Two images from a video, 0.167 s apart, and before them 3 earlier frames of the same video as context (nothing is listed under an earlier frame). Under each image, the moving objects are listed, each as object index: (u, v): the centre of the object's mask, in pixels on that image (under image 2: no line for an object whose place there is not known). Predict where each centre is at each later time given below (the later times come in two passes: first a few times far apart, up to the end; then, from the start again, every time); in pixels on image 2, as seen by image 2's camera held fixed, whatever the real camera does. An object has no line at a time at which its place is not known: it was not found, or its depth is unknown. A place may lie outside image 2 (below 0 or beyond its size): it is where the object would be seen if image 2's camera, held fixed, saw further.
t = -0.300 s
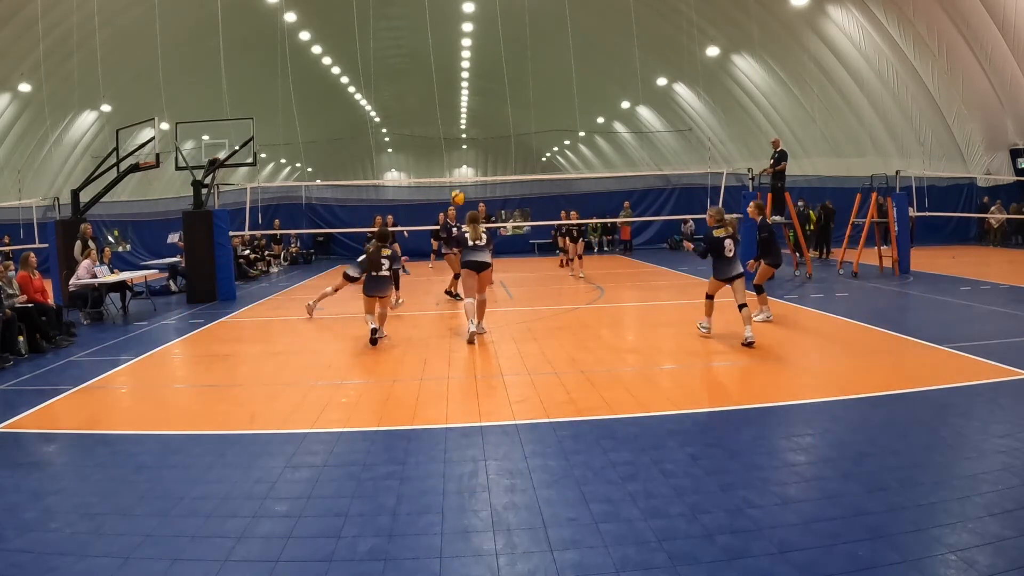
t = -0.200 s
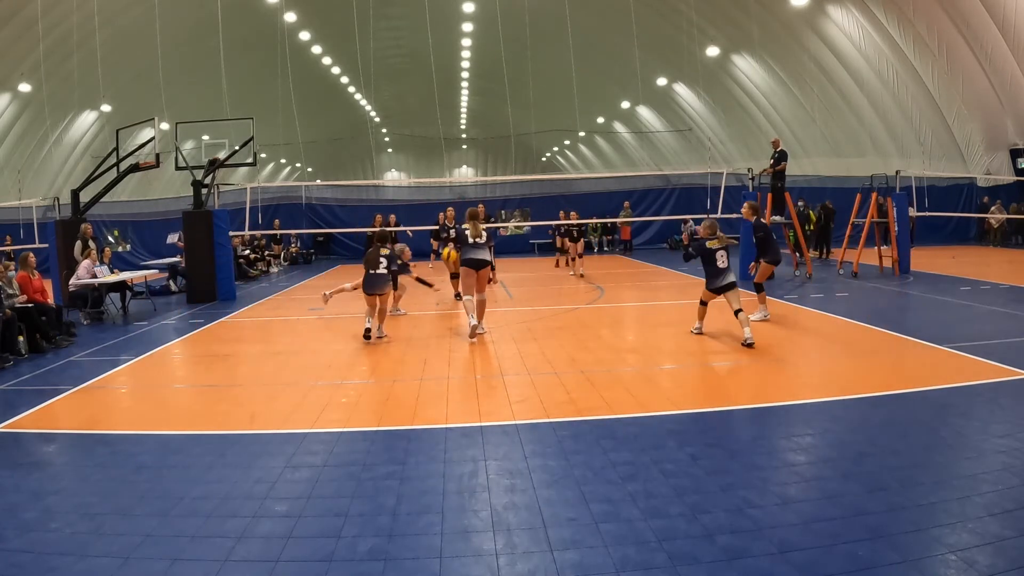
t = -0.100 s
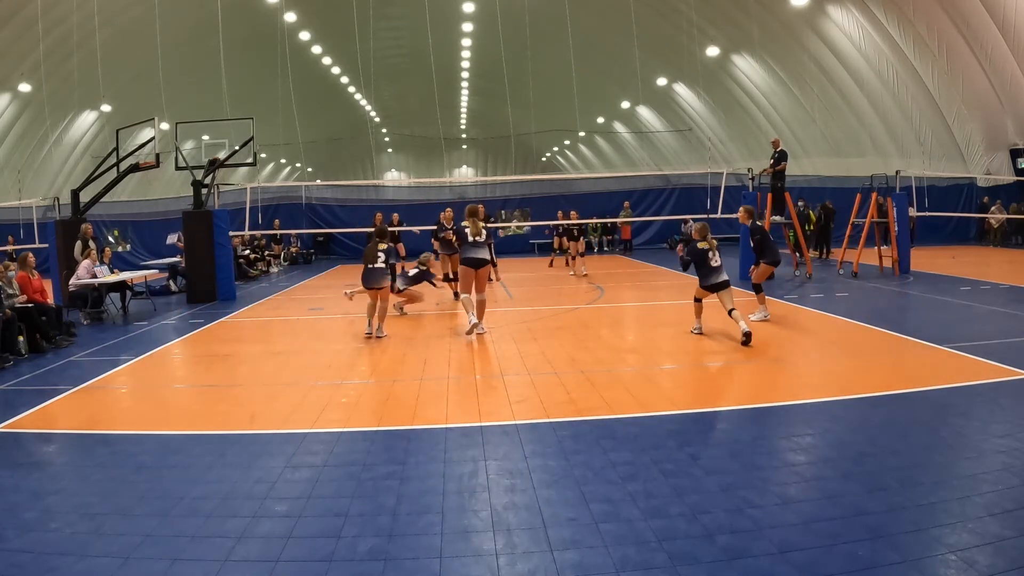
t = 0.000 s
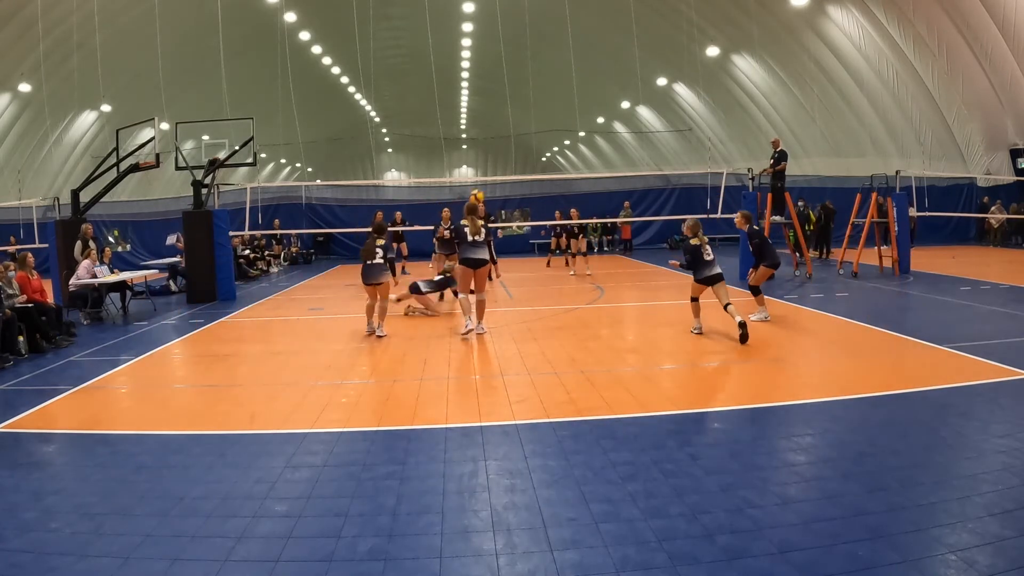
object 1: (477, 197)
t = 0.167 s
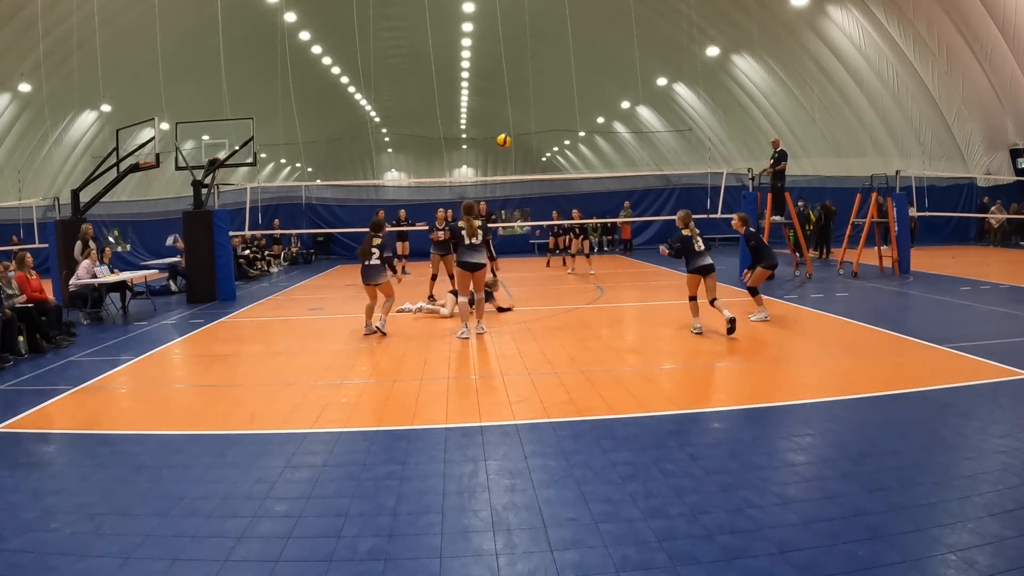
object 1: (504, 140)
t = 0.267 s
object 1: (520, 116)
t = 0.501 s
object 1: (555, 84)
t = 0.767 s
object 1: (596, 88)
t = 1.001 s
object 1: (632, 126)
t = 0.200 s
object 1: (509, 132)
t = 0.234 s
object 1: (514, 123)
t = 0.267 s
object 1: (520, 116)
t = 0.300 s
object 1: (525, 109)
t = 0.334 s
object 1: (530, 103)
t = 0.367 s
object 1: (535, 98)
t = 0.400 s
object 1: (540, 94)
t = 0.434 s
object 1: (545, 89)
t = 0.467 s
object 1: (550, 86)
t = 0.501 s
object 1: (555, 84)
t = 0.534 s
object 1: (561, 82)
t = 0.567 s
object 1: (566, 81)
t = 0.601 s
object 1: (571, 81)
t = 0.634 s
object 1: (576, 81)
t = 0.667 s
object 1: (581, 81)
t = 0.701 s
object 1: (586, 83)
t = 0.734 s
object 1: (591, 85)
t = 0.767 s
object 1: (596, 88)
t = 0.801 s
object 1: (601, 91)
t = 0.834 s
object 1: (606, 96)
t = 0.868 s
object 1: (611, 101)
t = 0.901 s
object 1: (616, 106)
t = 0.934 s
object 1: (621, 112)
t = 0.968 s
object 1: (627, 119)
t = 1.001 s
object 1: (632, 126)
